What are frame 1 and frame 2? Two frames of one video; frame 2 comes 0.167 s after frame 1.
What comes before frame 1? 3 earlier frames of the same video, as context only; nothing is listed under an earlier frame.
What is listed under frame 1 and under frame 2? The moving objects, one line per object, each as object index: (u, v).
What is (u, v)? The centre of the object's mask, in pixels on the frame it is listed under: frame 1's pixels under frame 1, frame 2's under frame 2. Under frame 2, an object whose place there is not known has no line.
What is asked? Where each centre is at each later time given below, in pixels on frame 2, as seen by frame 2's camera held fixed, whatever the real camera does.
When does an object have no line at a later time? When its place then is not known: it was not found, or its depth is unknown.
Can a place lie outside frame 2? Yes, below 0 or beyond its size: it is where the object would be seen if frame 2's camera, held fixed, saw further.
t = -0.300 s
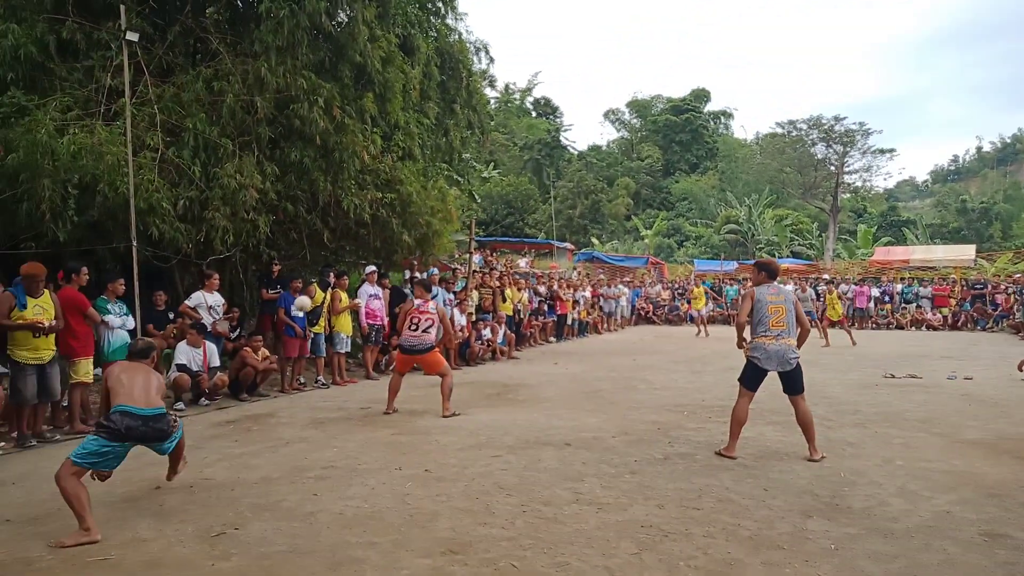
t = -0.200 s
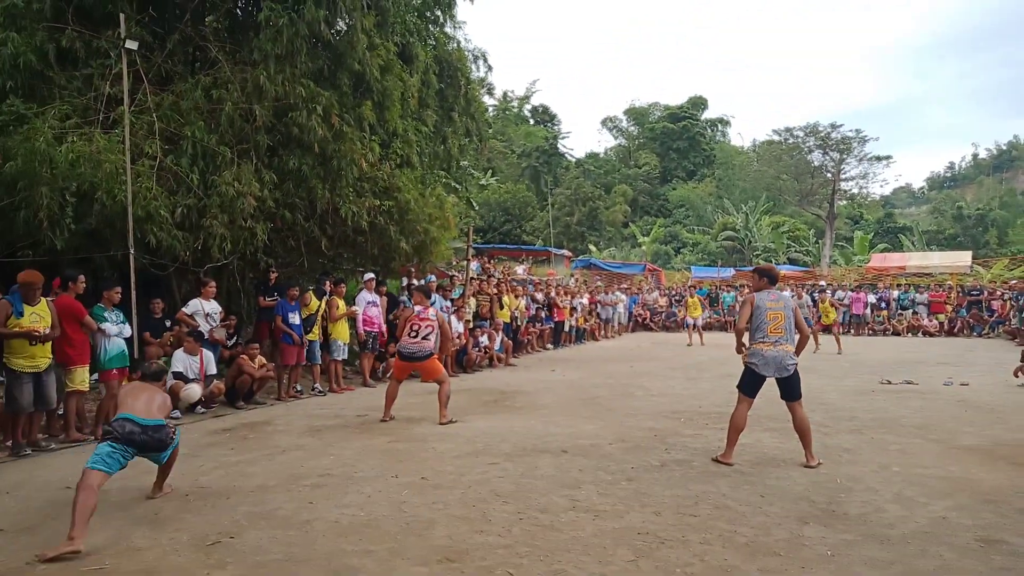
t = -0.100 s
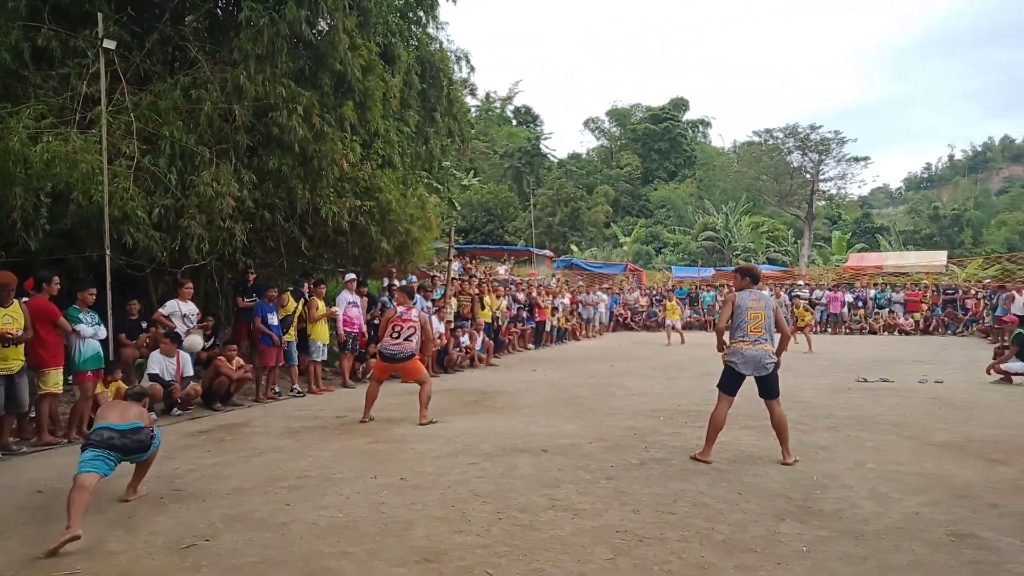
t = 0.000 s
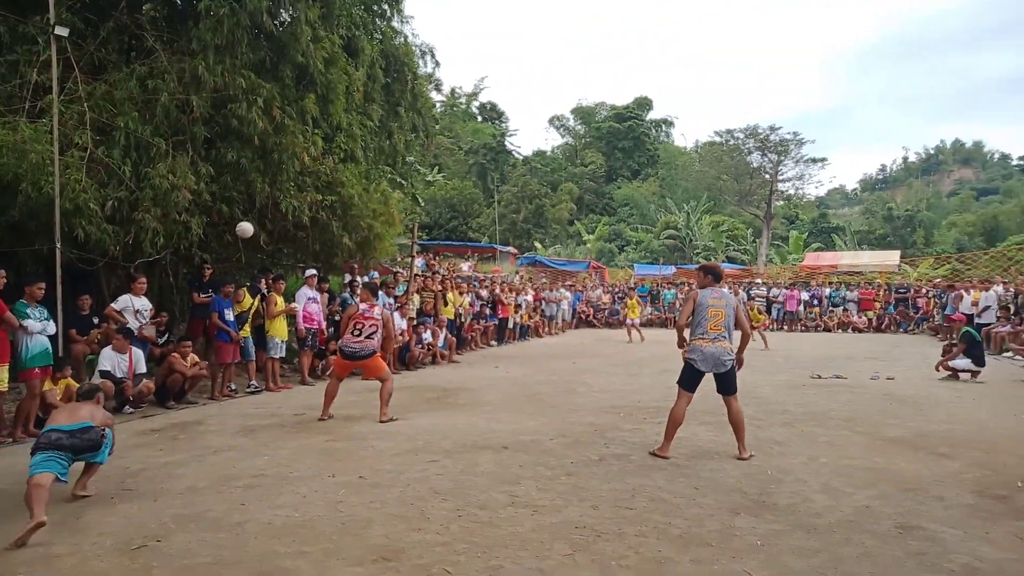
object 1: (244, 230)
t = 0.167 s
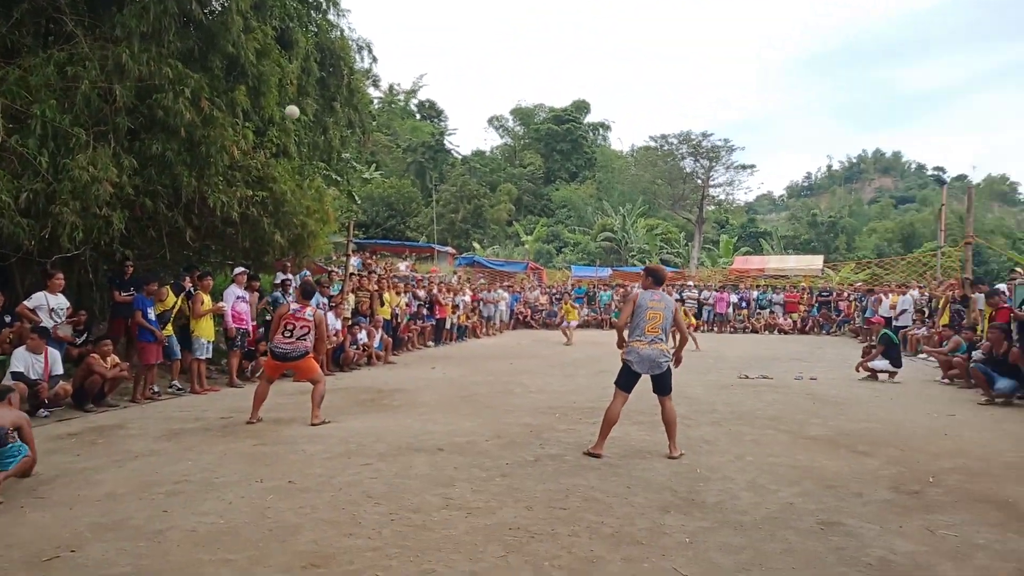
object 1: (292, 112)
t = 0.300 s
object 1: (358, 63)
